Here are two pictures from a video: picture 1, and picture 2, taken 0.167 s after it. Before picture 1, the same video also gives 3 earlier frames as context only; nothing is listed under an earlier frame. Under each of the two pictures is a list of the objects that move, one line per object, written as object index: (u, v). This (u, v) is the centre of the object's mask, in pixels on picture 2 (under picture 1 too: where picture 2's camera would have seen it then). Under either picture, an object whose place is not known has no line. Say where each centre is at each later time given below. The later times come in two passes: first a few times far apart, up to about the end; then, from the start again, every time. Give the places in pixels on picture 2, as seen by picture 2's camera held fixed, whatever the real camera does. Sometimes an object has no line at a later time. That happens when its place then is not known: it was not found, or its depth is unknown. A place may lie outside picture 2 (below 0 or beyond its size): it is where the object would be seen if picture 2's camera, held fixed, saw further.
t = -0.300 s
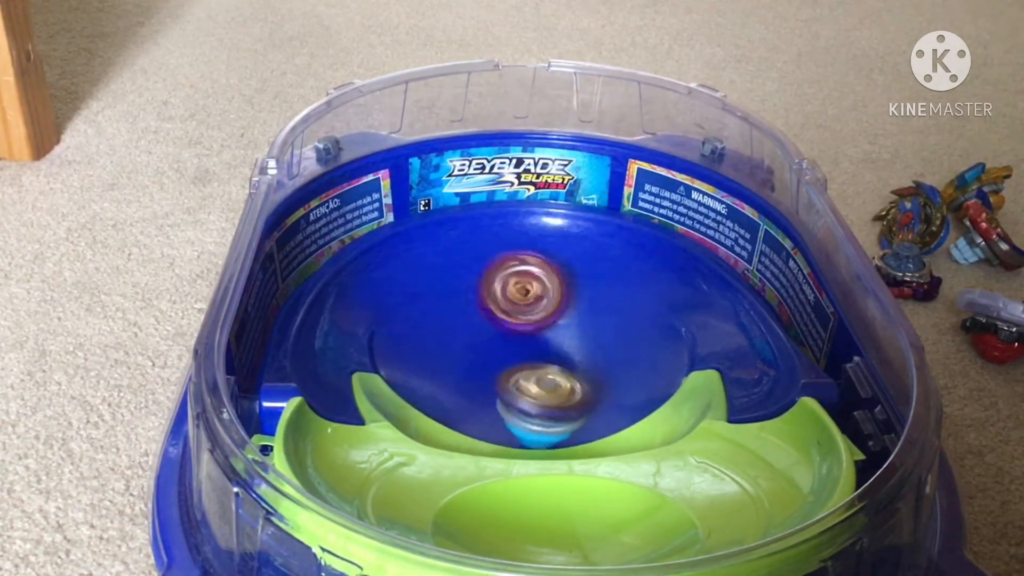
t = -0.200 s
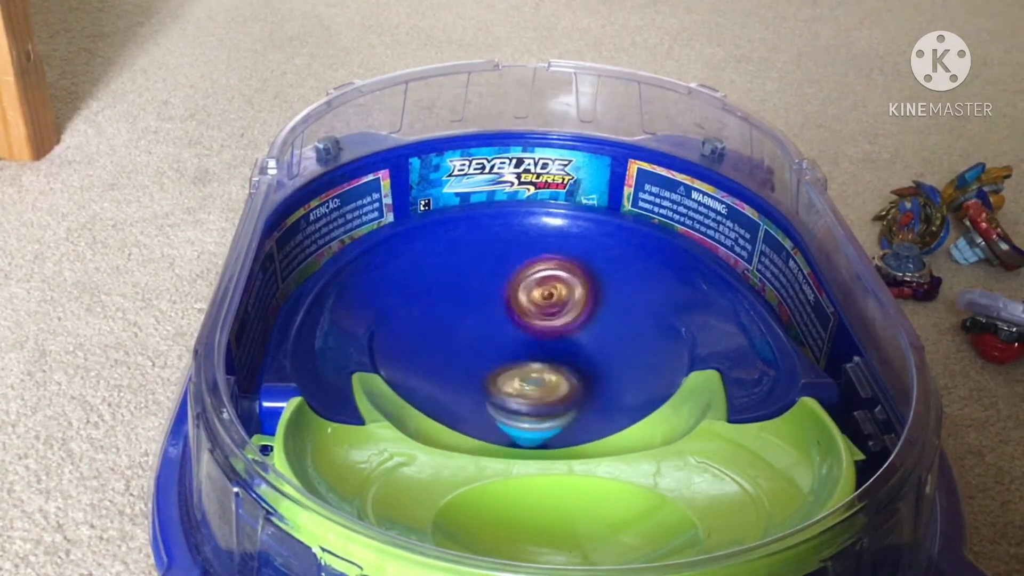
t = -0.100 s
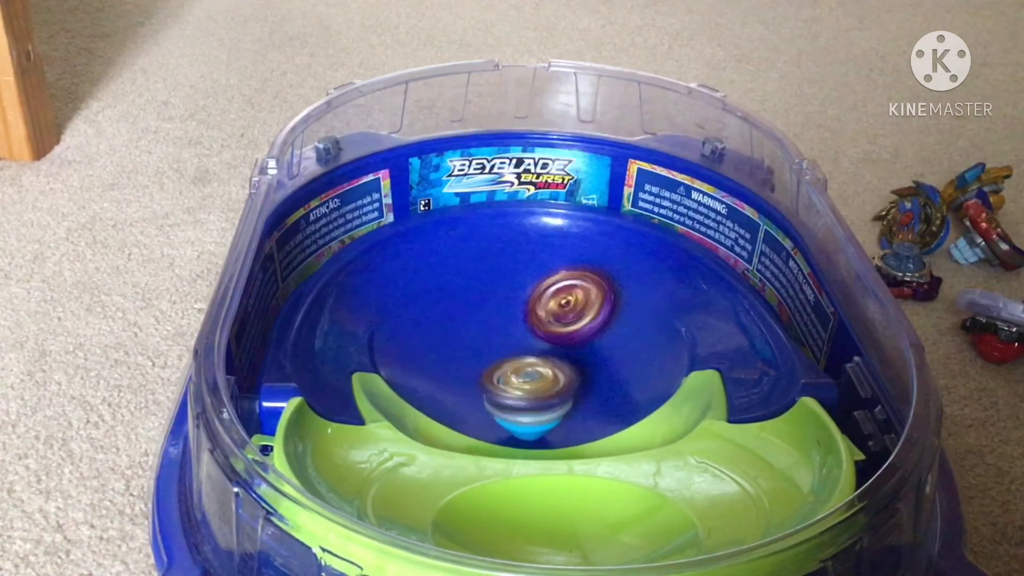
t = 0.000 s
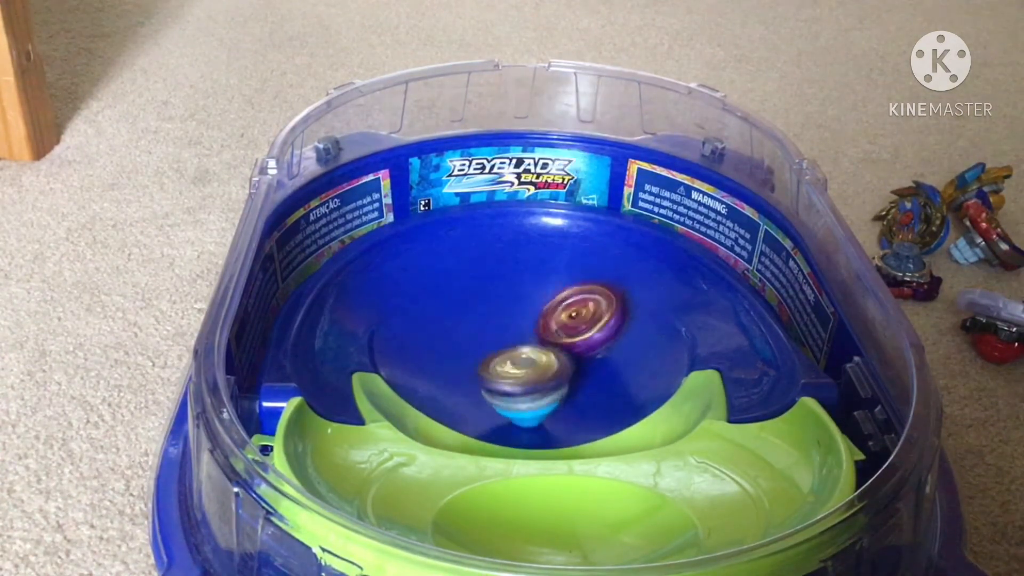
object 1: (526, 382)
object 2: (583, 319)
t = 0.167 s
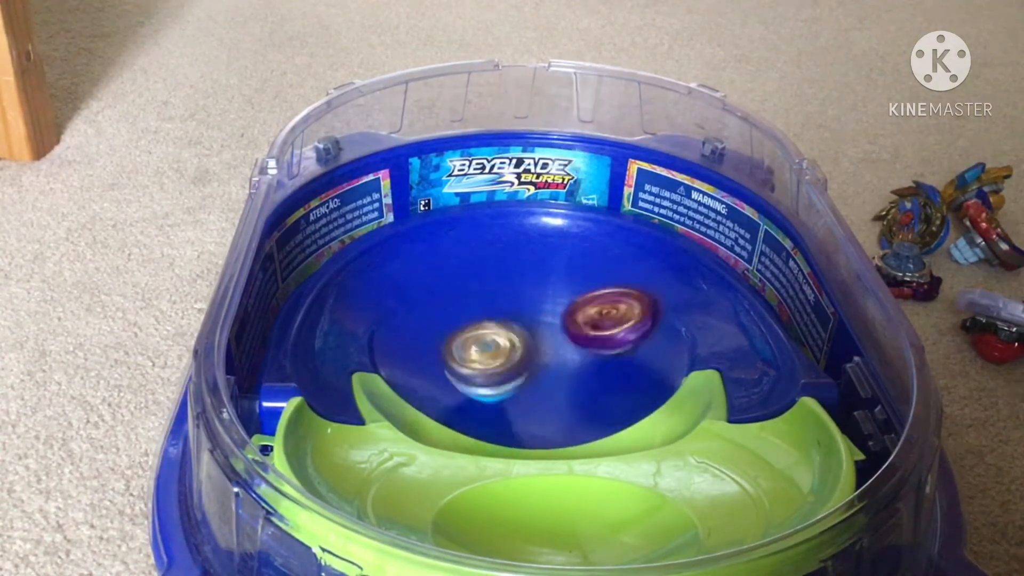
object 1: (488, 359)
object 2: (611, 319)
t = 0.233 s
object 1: (473, 347)
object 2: (612, 320)
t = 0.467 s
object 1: (458, 303)
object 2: (587, 320)
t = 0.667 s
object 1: (463, 267)
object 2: (568, 315)
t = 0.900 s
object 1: (485, 249)
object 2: (574, 324)
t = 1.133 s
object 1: (516, 293)
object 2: (567, 344)
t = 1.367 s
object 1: (489, 294)
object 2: (554, 358)
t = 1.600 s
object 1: (462, 283)
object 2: (540, 371)
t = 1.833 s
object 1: (485, 310)
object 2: (550, 357)
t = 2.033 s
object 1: (503, 310)
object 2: (578, 356)
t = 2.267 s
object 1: (535, 305)
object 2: (577, 364)
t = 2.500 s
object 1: (559, 300)
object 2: (540, 375)
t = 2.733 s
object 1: (547, 307)
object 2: (539, 375)
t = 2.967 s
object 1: (520, 313)
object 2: (540, 377)
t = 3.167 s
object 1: (491, 317)
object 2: (540, 373)
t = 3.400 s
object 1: (496, 320)
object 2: (543, 363)
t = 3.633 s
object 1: (501, 319)
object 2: (538, 368)
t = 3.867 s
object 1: (522, 315)
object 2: (542, 368)
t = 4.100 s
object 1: (543, 311)
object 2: (543, 367)
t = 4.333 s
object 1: (534, 311)
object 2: (542, 368)
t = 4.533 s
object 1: (511, 312)
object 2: (542, 368)
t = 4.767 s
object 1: (499, 323)
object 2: (543, 368)
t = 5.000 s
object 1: (512, 317)
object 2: (543, 369)
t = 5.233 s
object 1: (536, 317)
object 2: (544, 368)
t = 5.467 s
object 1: (546, 311)
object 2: (545, 368)
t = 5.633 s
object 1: (543, 313)
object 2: (545, 368)
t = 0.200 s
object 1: (481, 353)
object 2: (614, 319)
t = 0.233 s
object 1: (473, 347)
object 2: (612, 320)
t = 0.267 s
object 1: (468, 341)
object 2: (610, 320)
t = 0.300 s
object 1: (463, 334)
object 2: (607, 320)
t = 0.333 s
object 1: (460, 327)
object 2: (606, 320)
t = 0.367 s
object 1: (458, 321)
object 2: (603, 320)
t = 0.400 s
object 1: (456, 315)
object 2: (599, 321)
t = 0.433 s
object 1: (457, 309)
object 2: (594, 320)
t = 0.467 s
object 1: (458, 303)
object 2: (587, 320)
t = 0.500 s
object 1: (460, 297)
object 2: (579, 319)
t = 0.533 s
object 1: (465, 292)
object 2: (573, 318)
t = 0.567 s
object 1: (468, 288)
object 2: (566, 316)
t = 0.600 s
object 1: (473, 284)
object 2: (559, 314)
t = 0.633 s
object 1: (471, 278)
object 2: (562, 313)
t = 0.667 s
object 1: (463, 267)
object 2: (568, 315)
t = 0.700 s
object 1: (458, 258)
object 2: (576, 320)
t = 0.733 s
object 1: (457, 250)
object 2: (575, 323)
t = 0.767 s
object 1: (458, 245)
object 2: (575, 324)
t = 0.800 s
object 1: (464, 242)
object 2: (575, 323)
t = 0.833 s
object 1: (470, 242)
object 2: (574, 323)
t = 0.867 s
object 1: (478, 244)
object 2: (574, 324)
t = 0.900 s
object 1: (485, 249)
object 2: (574, 324)
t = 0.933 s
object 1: (491, 255)
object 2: (574, 325)
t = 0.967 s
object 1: (499, 264)
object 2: (571, 326)
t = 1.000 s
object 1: (507, 274)
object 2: (569, 326)
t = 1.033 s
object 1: (512, 282)
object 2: (569, 329)
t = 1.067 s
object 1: (513, 284)
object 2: (571, 334)
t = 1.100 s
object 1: (514, 289)
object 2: (569, 340)
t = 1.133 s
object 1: (516, 293)
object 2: (567, 344)
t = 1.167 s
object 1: (514, 295)
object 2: (566, 346)
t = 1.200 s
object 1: (512, 297)
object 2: (562, 348)
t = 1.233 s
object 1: (511, 299)
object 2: (558, 353)
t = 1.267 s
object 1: (507, 301)
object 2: (556, 355)
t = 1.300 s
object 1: (502, 300)
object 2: (555, 356)
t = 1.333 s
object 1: (499, 299)
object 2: (553, 357)
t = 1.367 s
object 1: (489, 294)
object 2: (554, 358)
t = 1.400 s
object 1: (480, 289)
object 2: (552, 365)
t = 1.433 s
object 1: (475, 285)
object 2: (546, 368)
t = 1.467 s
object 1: (471, 283)
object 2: (544, 372)
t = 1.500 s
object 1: (468, 281)
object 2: (544, 372)
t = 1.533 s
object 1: (466, 281)
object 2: (543, 373)
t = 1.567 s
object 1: (463, 281)
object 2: (542, 372)
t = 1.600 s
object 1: (462, 283)
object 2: (540, 371)
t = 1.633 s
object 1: (463, 285)
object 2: (540, 368)
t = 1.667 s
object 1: (465, 289)
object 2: (537, 364)
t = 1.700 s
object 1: (468, 293)
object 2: (537, 362)
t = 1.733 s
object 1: (473, 298)
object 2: (538, 360)
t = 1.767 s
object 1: (477, 302)
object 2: (543, 357)
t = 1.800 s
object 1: (481, 306)
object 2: (541, 353)
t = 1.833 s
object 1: (485, 310)
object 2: (550, 357)
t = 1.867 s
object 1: (485, 307)
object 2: (556, 359)
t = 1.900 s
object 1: (490, 307)
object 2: (565, 355)
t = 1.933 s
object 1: (495, 309)
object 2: (574, 357)
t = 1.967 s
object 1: (496, 309)
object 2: (576, 356)
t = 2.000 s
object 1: (498, 309)
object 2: (580, 355)
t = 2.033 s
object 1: (503, 310)
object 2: (578, 356)
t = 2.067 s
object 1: (510, 311)
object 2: (578, 355)
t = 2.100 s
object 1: (516, 314)
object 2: (577, 357)
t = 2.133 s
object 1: (521, 315)
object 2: (575, 357)
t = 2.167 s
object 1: (526, 314)
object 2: (576, 360)
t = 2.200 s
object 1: (529, 312)
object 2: (578, 360)
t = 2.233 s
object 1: (533, 308)
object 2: (578, 360)
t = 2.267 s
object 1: (535, 305)
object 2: (577, 364)
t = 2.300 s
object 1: (541, 303)
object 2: (574, 371)
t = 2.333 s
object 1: (545, 302)
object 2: (564, 377)
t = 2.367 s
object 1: (550, 301)
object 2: (553, 379)
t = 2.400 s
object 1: (551, 299)
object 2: (545, 377)
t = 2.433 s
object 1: (555, 300)
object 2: (541, 377)
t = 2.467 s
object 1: (558, 300)
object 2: (540, 376)
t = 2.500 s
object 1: (559, 300)
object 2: (540, 375)
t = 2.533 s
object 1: (561, 301)
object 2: (540, 375)
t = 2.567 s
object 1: (561, 303)
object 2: (539, 374)
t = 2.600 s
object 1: (561, 305)
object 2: (538, 374)
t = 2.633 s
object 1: (559, 307)
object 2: (537, 373)
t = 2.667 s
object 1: (556, 306)
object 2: (538, 375)
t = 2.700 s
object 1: (550, 306)
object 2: (539, 375)
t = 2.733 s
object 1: (547, 307)
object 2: (539, 375)
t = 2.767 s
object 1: (545, 305)
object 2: (540, 376)
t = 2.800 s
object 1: (541, 307)
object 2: (540, 377)
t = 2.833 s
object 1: (535, 307)
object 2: (540, 378)
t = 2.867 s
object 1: (529, 308)
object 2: (540, 378)
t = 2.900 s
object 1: (525, 309)
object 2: (541, 378)
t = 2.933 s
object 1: (522, 311)
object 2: (540, 378)
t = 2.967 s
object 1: (520, 313)
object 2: (540, 377)
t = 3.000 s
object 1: (514, 315)
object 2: (542, 380)
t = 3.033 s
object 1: (505, 316)
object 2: (543, 380)
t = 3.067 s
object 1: (500, 315)
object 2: (543, 379)
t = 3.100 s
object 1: (497, 315)
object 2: (541, 377)
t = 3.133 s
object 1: (496, 315)
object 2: (541, 375)
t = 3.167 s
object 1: (491, 317)
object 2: (540, 373)
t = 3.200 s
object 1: (485, 316)
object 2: (541, 371)
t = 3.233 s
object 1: (484, 314)
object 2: (542, 367)
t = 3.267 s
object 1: (485, 314)
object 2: (543, 365)
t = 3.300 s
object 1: (490, 315)
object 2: (543, 363)
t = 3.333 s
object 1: (492, 318)
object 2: (544, 362)
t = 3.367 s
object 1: (494, 320)
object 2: (544, 362)
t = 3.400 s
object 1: (496, 320)
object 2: (543, 363)
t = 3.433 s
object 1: (499, 320)
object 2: (544, 364)
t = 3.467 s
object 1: (501, 320)
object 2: (544, 363)
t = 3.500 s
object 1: (502, 321)
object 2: (543, 363)
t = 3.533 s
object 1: (501, 321)
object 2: (543, 364)
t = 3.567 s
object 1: (500, 321)
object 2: (541, 367)
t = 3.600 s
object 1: (500, 321)
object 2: (539, 368)
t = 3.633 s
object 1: (501, 319)
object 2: (538, 368)
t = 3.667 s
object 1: (504, 317)
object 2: (537, 370)
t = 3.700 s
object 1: (507, 316)
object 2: (539, 368)
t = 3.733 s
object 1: (510, 315)
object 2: (541, 367)
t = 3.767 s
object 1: (512, 315)
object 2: (542, 363)
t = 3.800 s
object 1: (514, 315)
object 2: (542, 363)
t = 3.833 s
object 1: (519, 316)
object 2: (541, 366)
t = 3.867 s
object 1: (522, 315)
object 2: (542, 368)
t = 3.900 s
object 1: (527, 314)
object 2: (541, 369)
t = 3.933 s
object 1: (529, 314)
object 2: (542, 368)
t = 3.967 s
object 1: (533, 313)
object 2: (539, 377)
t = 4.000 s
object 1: (536, 313)
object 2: (542, 368)
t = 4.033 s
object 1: (539, 312)
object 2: (542, 368)
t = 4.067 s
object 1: (542, 312)
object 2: (543, 368)
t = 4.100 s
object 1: (543, 311)
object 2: (543, 367)
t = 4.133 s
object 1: (545, 311)
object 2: (542, 368)
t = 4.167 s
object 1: (545, 311)
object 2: (542, 368)
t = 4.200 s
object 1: (543, 311)
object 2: (542, 368)
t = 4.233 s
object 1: (543, 311)
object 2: (543, 368)
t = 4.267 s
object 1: (541, 311)
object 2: (542, 368)
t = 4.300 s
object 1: (538, 311)
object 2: (543, 368)
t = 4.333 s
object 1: (534, 311)
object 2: (542, 368)
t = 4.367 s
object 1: (529, 311)
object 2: (543, 368)
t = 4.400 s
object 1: (525, 310)
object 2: (543, 368)
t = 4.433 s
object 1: (520, 310)
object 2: (543, 368)
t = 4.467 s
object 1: (517, 310)
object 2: (542, 368)
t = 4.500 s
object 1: (514, 311)
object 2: (543, 368)
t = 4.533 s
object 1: (511, 312)
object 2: (542, 368)
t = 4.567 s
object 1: (508, 314)
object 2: (543, 368)
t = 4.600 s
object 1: (506, 316)
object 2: (542, 368)
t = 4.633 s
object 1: (503, 317)
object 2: (542, 368)
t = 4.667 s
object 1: (502, 319)
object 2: (542, 368)
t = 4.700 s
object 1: (503, 321)
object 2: (543, 368)
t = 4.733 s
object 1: (501, 323)
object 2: (543, 368)
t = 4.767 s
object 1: (499, 323)
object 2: (543, 368)
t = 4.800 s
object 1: (500, 323)
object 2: (543, 368)
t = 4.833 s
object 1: (501, 322)
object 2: (543, 368)
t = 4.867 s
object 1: (503, 320)
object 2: (543, 369)
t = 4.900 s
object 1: (505, 319)
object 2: (543, 368)
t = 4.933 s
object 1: (508, 319)
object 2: (543, 368)
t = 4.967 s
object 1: (511, 318)
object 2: (543, 369)
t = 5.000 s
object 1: (512, 317)
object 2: (543, 369)
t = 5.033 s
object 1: (515, 317)
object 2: (543, 368)
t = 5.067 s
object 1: (520, 317)
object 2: (543, 368)
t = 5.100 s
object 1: (523, 317)
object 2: (543, 368)
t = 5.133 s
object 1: (526, 318)
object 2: (543, 368)
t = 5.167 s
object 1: (530, 319)
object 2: (543, 368)
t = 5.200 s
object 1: (534, 319)
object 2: (544, 368)
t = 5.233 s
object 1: (536, 317)
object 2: (544, 368)
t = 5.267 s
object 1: (537, 314)
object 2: (545, 368)
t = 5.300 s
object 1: (541, 314)
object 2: (545, 368)
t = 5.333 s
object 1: (544, 314)
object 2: (545, 368)
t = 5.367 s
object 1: (546, 313)
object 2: (545, 368)
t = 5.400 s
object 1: (546, 312)
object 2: (545, 368)
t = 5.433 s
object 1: (546, 311)
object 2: (545, 368)
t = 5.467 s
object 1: (546, 311)
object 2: (545, 368)
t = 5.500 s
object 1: (545, 311)
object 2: (545, 368)
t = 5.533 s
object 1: (544, 311)
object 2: (545, 368)
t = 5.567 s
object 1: (544, 312)
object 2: (545, 368)
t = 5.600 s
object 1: (543, 312)
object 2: (545, 368)
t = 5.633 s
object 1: (543, 313)
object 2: (545, 368)
